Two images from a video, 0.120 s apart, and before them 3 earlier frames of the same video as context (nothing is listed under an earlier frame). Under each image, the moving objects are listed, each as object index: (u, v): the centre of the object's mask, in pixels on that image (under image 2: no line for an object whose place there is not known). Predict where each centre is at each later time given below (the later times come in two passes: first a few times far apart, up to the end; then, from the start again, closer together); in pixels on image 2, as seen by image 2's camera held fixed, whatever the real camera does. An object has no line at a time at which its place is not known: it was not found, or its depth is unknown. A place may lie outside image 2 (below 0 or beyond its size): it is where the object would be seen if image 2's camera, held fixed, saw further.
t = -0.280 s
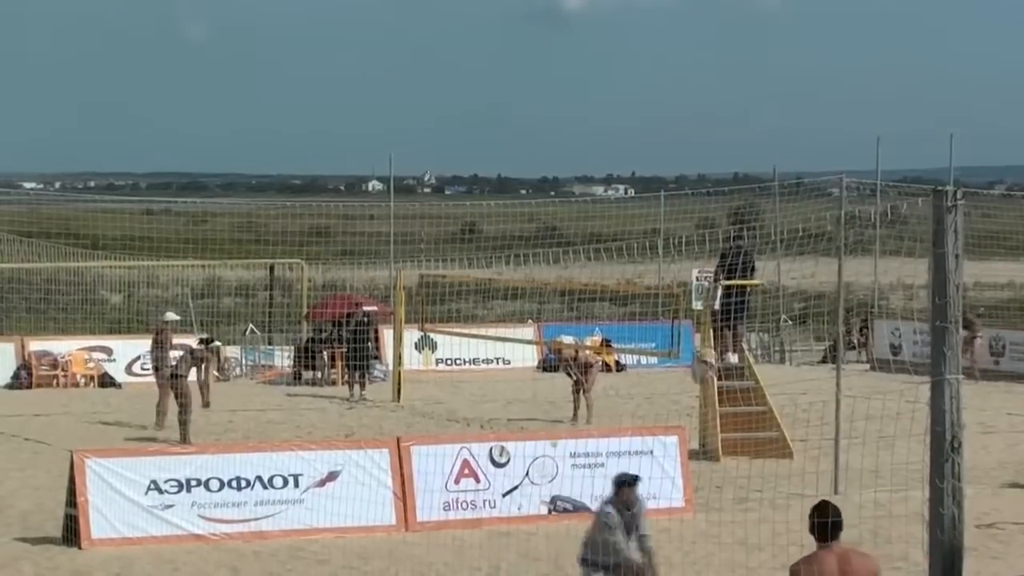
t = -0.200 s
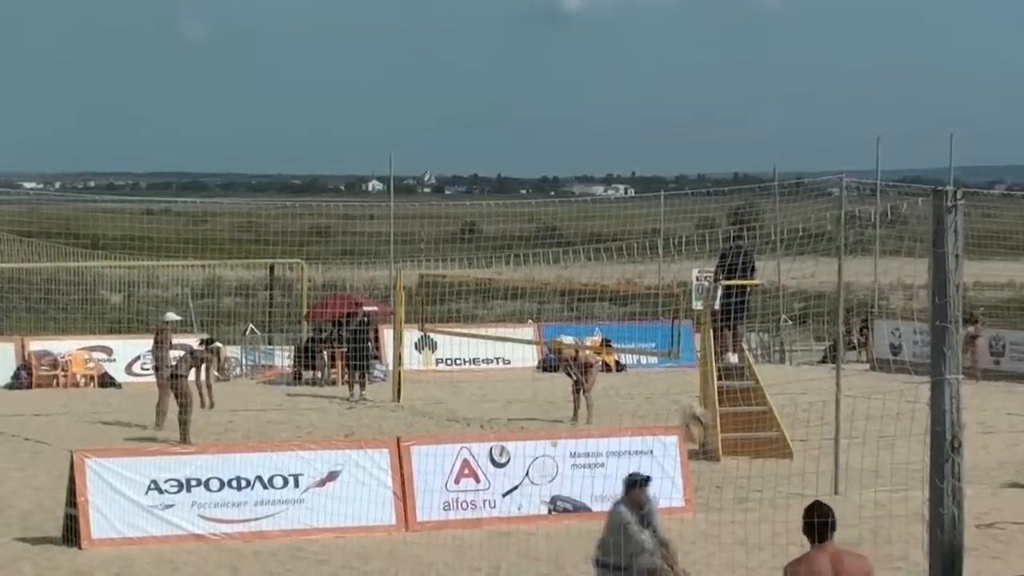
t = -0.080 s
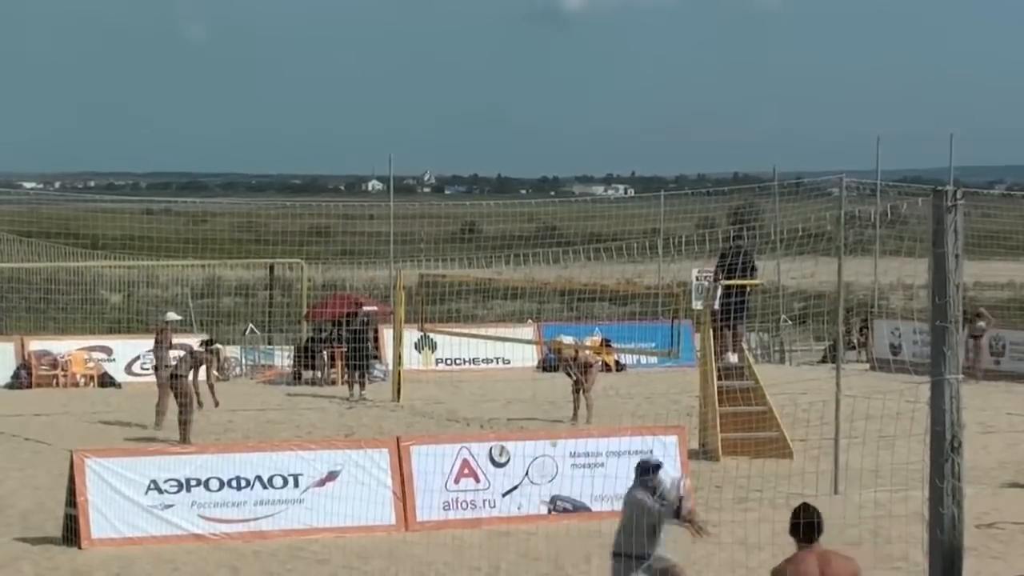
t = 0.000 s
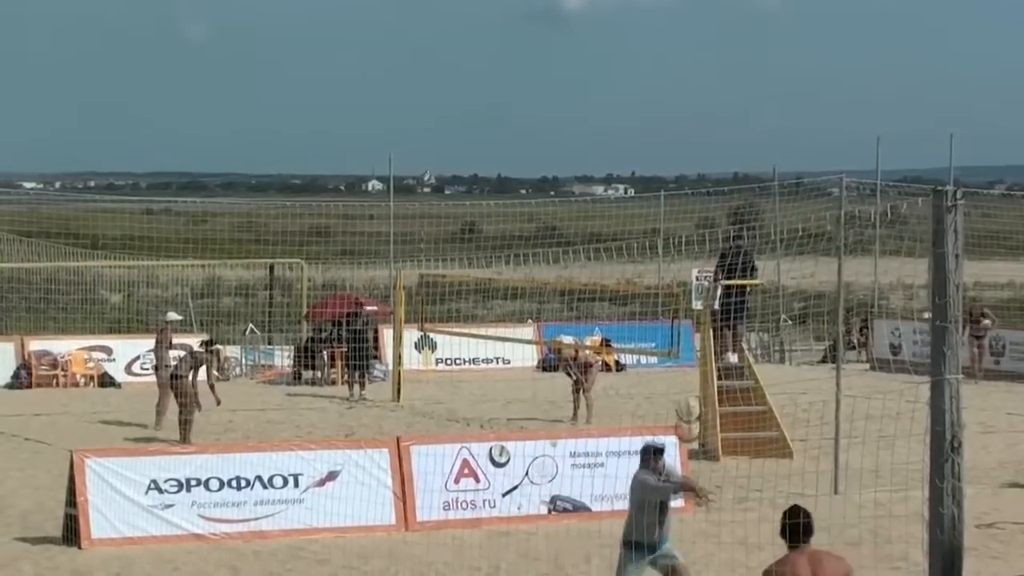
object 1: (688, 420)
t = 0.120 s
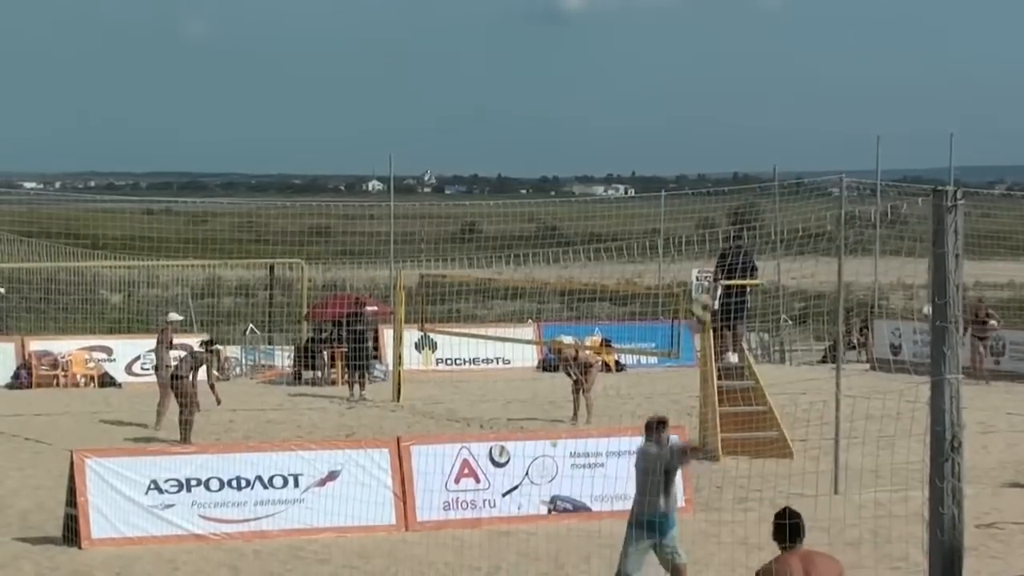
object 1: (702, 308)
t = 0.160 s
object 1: (703, 277)
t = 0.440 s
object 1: (720, 100)
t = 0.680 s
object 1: (740, 25)
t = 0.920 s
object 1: (763, 29)
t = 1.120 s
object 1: (782, 106)
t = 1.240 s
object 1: (795, 187)
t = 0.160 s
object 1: (703, 277)
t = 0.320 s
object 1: (713, 163)
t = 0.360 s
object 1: (715, 141)
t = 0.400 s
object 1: (717, 120)
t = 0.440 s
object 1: (720, 100)
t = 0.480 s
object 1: (723, 82)
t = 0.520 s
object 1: (725, 67)
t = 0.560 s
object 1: (729, 53)
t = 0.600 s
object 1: (732, 41)
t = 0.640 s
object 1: (736, 32)
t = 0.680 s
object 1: (740, 25)
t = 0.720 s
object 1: (744, 20)
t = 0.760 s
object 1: (747, 16)
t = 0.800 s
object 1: (751, 16)
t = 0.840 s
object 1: (756, 17)
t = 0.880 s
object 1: (759, 22)
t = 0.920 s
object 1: (763, 29)
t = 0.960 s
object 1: (766, 38)
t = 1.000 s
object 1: (770, 52)
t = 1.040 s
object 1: (774, 68)
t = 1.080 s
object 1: (778, 85)
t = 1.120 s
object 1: (782, 106)
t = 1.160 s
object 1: (786, 130)
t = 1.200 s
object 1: (791, 156)
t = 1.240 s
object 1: (795, 187)
